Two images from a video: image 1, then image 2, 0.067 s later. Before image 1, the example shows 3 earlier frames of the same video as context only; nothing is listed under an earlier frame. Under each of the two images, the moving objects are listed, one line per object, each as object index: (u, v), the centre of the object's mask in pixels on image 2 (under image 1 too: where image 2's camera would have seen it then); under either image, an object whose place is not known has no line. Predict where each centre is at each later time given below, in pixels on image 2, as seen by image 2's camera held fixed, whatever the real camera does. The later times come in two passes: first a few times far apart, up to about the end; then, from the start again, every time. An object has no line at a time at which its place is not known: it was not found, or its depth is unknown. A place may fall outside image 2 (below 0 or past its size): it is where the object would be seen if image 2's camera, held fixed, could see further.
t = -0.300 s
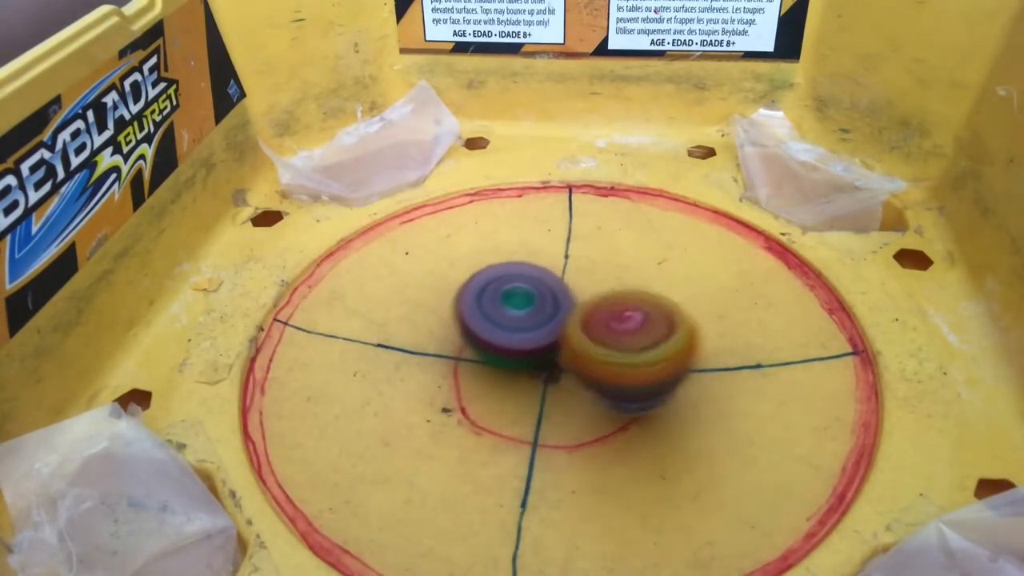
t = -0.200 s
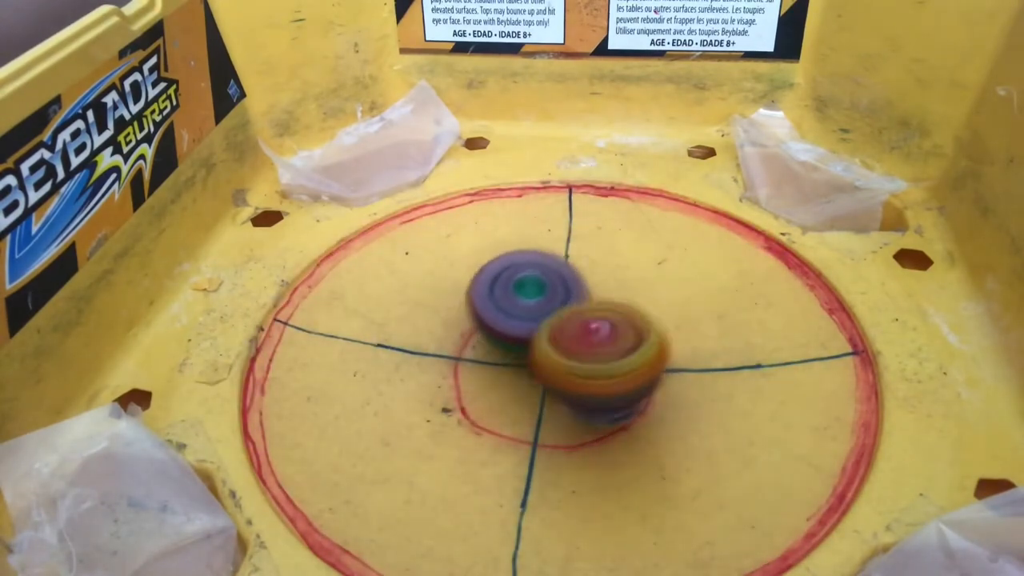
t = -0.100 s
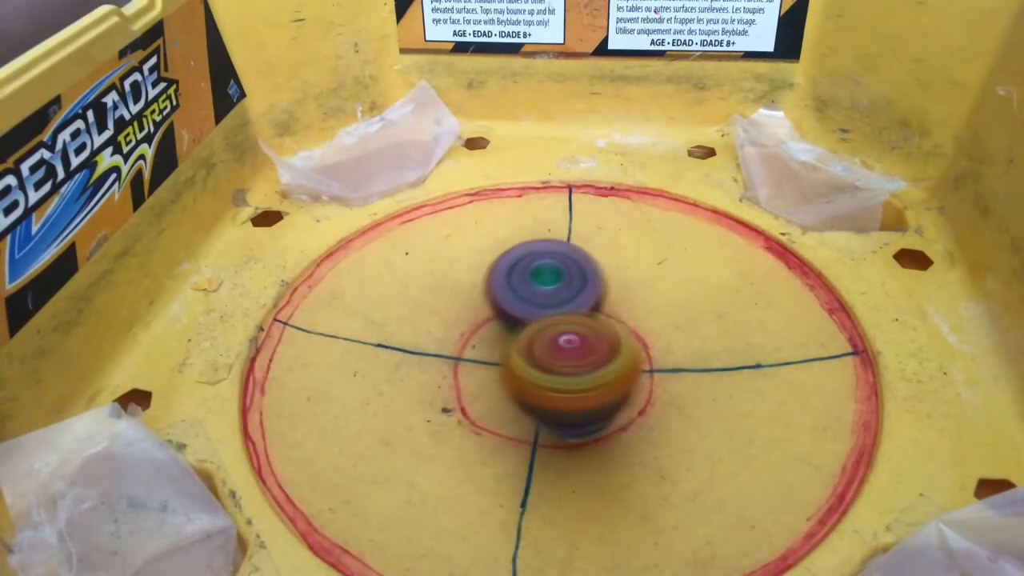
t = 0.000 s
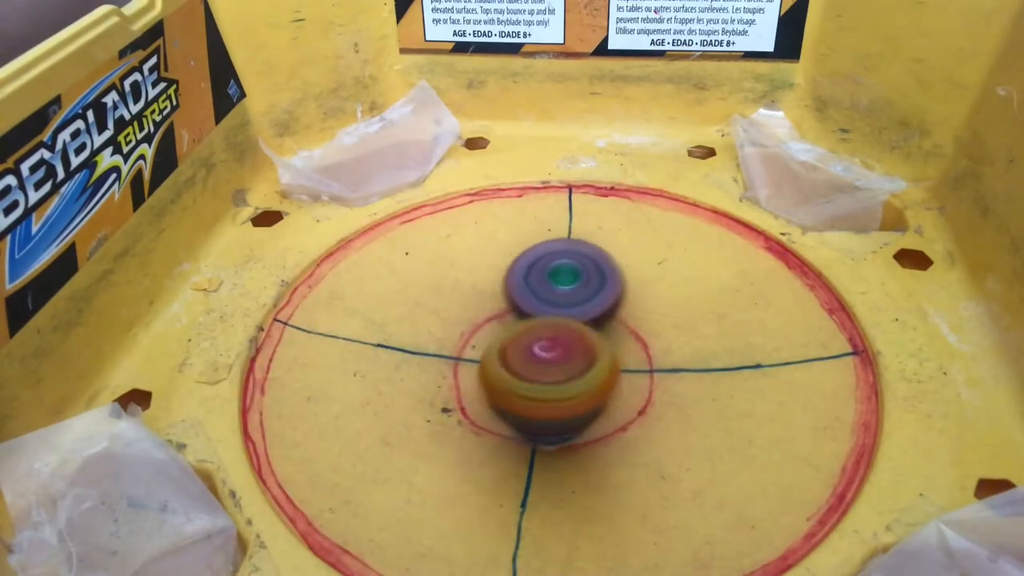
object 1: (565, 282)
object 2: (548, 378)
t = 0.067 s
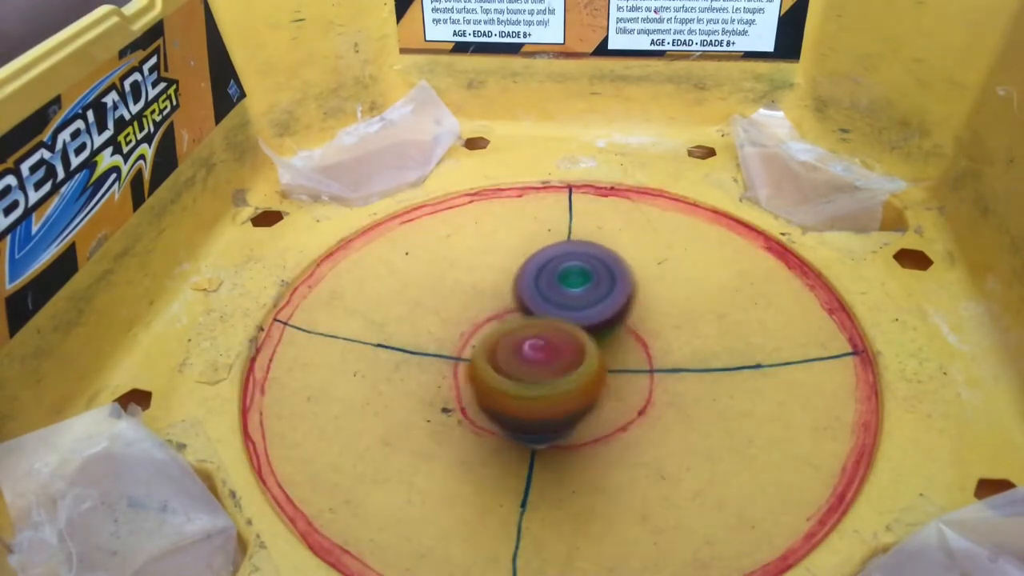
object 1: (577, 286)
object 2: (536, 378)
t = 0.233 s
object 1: (601, 298)
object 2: (521, 355)
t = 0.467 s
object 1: (715, 285)
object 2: (393, 344)
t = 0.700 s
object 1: (674, 316)
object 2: (439, 300)
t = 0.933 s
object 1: (616, 377)
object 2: (488, 356)
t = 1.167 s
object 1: (593, 413)
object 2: (438, 366)
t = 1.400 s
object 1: (559, 391)
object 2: (456, 325)
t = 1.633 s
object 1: (560, 378)
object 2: (526, 283)
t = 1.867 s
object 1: (558, 361)
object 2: (521, 269)
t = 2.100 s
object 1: (566, 344)
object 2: (524, 266)
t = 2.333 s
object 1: (571, 350)
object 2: (528, 269)
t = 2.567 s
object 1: (564, 349)
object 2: (528, 267)
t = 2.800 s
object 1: (553, 351)
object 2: (528, 266)
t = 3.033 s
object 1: (542, 352)
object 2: (529, 265)
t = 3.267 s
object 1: (535, 354)
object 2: (532, 266)
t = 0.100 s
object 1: (581, 287)
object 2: (531, 374)
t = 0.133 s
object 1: (586, 290)
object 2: (527, 372)
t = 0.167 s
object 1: (591, 292)
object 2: (525, 366)
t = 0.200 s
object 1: (596, 295)
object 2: (522, 362)
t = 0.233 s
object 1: (601, 298)
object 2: (521, 355)
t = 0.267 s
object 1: (606, 301)
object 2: (515, 348)
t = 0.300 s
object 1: (639, 296)
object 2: (478, 350)
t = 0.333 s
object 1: (668, 289)
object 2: (450, 357)
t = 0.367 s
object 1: (691, 286)
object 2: (430, 358)
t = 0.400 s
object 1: (705, 284)
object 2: (414, 354)
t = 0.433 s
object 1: (711, 284)
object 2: (400, 350)
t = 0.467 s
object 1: (715, 285)
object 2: (393, 344)
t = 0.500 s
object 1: (714, 285)
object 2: (387, 336)
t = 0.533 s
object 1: (710, 288)
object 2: (388, 325)
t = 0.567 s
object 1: (705, 291)
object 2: (390, 319)
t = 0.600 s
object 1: (699, 296)
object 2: (400, 308)
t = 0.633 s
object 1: (690, 302)
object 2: (412, 302)
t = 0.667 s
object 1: (682, 308)
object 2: (423, 300)
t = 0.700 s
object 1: (674, 316)
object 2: (439, 300)
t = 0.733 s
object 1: (666, 323)
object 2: (449, 303)
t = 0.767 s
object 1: (659, 332)
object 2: (461, 310)
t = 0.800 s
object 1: (652, 341)
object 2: (467, 323)
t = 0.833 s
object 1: (644, 350)
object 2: (474, 332)
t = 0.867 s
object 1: (634, 358)
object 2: (484, 342)
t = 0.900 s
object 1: (621, 368)
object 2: (488, 350)
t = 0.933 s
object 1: (616, 377)
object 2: (488, 356)
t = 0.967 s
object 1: (617, 387)
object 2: (483, 364)
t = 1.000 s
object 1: (616, 396)
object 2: (475, 366)
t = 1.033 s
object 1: (609, 399)
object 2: (472, 368)
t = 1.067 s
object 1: (605, 403)
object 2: (465, 376)
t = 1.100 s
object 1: (595, 405)
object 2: (458, 375)
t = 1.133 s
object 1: (591, 409)
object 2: (451, 374)
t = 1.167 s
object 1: (593, 413)
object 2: (438, 366)
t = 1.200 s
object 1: (594, 415)
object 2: (423, 360)
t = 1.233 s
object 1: (590, 413)
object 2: (418, 347)
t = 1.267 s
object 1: (585, 409)
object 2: (418, 336)
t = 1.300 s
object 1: (580, 405)
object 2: (421, 329)
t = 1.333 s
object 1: (573, 401)
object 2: (427, 327)
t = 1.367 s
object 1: (566, 396)
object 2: (441, 327)
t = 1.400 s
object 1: (559, 391)
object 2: (456, 325)
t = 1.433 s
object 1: (558, 394)
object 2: (472, 319)
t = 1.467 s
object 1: (561, 397)
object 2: (488, 312)
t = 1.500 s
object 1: (562, 396)
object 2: (498, 307)
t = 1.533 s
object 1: (563, 393)
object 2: (510, 297)
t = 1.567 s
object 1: (562, 389)
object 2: (521, 292)
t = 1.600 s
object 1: (561, 384)
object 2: (525, 287)
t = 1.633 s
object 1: (560, 378)
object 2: (526, 283)
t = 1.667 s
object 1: (559, 372)
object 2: (524, 280)
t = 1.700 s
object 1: (558, 372)
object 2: (523, 277)
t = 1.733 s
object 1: (558, 371)
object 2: (521, 275)
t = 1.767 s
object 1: (558, 370)
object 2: (522, 273)
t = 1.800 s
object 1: (558, 368)
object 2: (522, 271)
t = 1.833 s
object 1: (558, 365)
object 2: (522, 269)
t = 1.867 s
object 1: (558, 361)
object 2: (521, 269)
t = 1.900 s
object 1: (559, 358)
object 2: (521, 269)
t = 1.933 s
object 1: (562, 354)
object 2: (521, 269)
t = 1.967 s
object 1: (563, 351)
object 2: (520, 268)
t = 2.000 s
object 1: (563, 350)
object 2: (523, 268)
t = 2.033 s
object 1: (563, 349)
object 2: (523, 267)
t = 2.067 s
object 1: (565, 347)
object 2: (523, 267)
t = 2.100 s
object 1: (566, 344)
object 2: (524, 266)
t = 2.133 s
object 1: (566, 346)
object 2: (527, 264)
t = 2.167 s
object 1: (568, 347)
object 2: (527, 265)
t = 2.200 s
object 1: (569, 348)
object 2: (525, 267)
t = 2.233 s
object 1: (571, 349)
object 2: (525, 268)
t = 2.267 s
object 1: (571, 349)
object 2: (527, 268)
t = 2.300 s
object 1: (571, 349)
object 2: (528, 269)
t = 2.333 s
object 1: (571, 350)
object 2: (528, 269)
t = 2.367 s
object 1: (571, 349)
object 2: (528, 269)
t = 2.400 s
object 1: (570, 349)
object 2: (528, 268)
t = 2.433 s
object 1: (569, 349)
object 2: (528, 268)
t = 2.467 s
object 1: (568, 348)
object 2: (528, 268)
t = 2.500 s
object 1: (567, 348)
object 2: (528, 268)
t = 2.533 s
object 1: (566, 348)
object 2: (528, 267)
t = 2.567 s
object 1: (564, 349)
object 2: (528, 267)
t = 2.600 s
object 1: (562, 349)
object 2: (528, 267)
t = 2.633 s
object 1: (561, 349)
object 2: (528, 267)
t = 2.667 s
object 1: (560, 349)
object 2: (528, 267)
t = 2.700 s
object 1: (558, 349)
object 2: (528, 267)
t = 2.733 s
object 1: (556, 350)
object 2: (528, 266)
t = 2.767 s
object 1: (554, 350)
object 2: (528, 267)
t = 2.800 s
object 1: (553, 351)
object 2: (528, 266)
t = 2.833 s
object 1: (551, 351)
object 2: (528, 266)
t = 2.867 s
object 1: (549, 351)
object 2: (528, 266)
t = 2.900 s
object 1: (547, 351)
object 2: (528, 266)
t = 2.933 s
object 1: (546, 351)
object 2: (529, 266)
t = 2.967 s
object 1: (545, 351)
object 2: (529, 266)
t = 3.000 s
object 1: (543, 351)
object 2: (529, 265)
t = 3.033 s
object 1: (542, 352)
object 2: (529, 265)
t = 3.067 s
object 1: (540, 352)
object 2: (529, 266)
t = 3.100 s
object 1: (539, 352)
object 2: (530, 266)
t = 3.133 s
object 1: (538, 353)
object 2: (530, 266)
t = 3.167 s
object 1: (537, 354)
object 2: (530, 266)
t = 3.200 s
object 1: (537, 354)
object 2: (531, 266)
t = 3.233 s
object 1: (536, 354)
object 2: (531, 266)
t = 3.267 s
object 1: (535, 354)
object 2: (532, 266)
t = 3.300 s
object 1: (534, 355)
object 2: (533, 268)
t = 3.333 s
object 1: (534, 355)
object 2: (534, 268)
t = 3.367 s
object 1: (533, 357)
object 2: (535, 270)
